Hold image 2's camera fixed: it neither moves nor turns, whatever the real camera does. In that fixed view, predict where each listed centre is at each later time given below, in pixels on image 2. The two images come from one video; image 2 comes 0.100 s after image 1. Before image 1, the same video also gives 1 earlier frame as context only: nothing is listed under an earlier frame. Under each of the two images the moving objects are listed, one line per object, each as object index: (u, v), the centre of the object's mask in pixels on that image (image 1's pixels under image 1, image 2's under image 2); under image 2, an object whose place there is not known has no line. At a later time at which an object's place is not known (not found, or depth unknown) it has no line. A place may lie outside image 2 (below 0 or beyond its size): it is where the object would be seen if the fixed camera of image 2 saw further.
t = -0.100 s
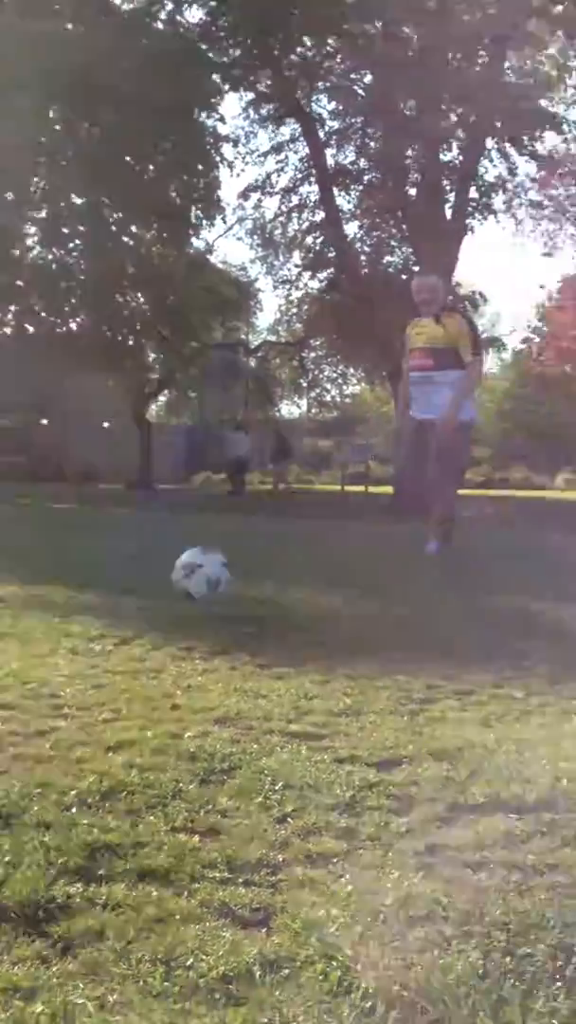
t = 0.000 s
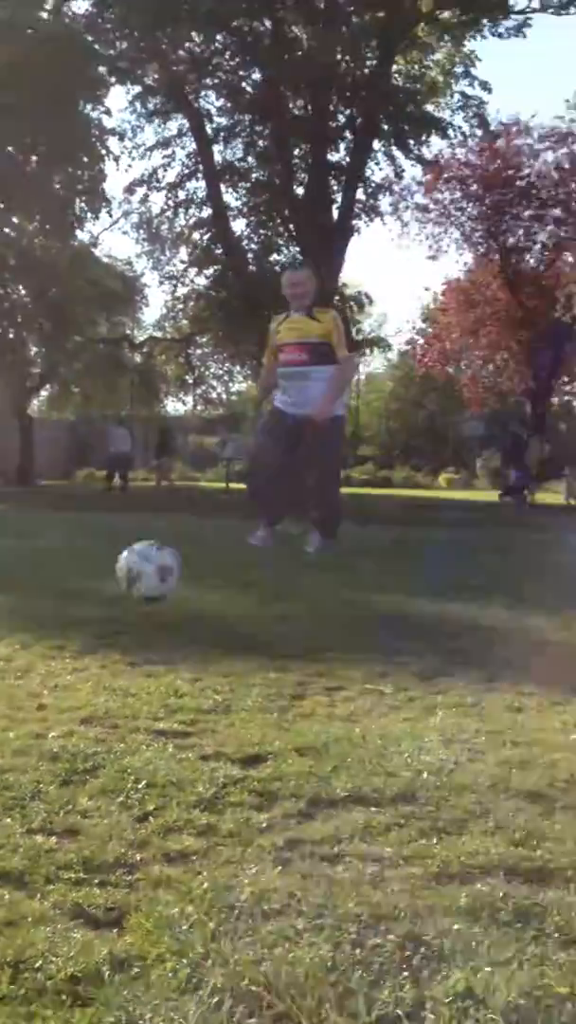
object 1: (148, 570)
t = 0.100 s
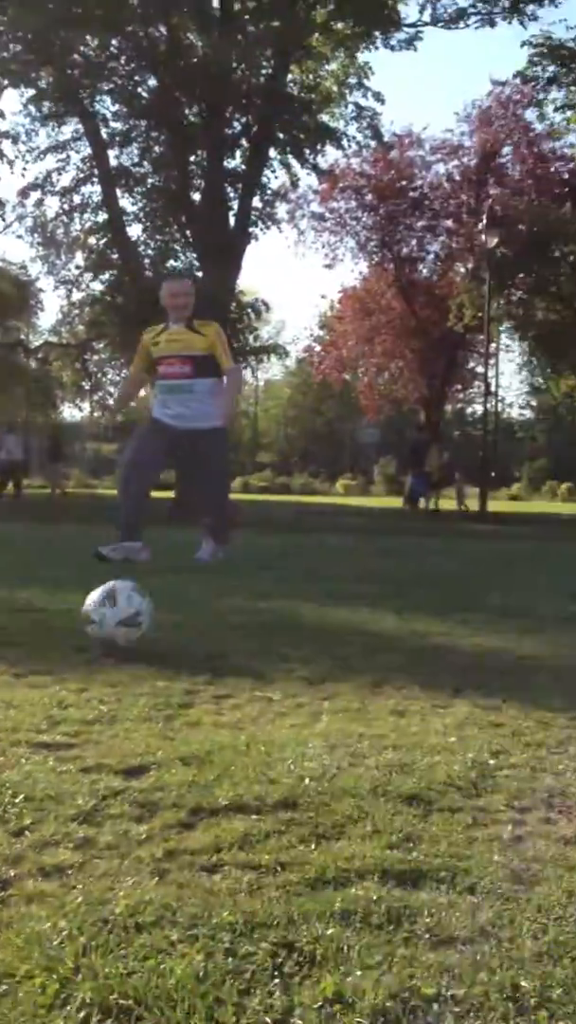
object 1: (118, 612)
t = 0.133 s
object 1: (148, 624)
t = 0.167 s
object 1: (180, 620)
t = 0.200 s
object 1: (212, 624)
